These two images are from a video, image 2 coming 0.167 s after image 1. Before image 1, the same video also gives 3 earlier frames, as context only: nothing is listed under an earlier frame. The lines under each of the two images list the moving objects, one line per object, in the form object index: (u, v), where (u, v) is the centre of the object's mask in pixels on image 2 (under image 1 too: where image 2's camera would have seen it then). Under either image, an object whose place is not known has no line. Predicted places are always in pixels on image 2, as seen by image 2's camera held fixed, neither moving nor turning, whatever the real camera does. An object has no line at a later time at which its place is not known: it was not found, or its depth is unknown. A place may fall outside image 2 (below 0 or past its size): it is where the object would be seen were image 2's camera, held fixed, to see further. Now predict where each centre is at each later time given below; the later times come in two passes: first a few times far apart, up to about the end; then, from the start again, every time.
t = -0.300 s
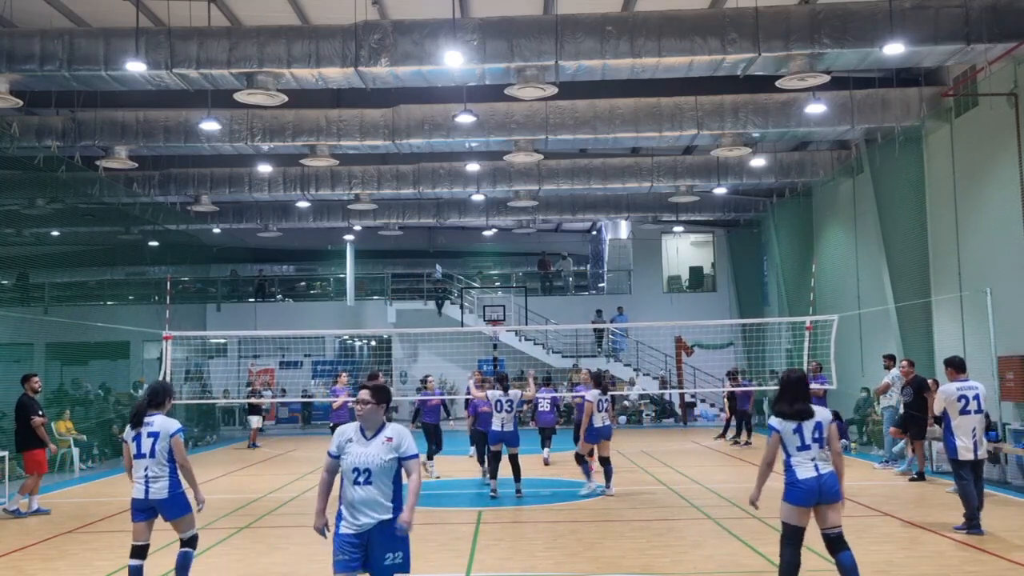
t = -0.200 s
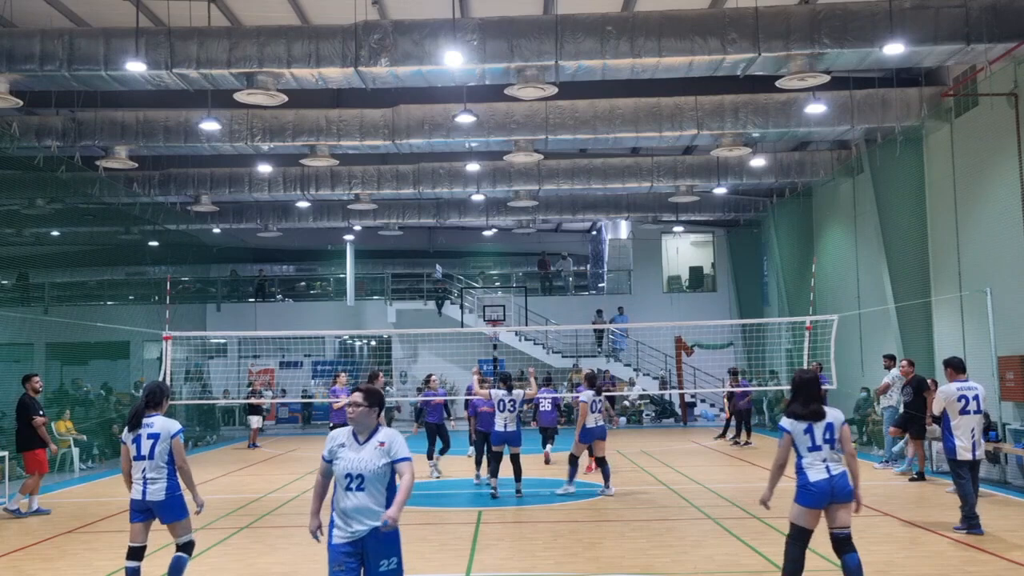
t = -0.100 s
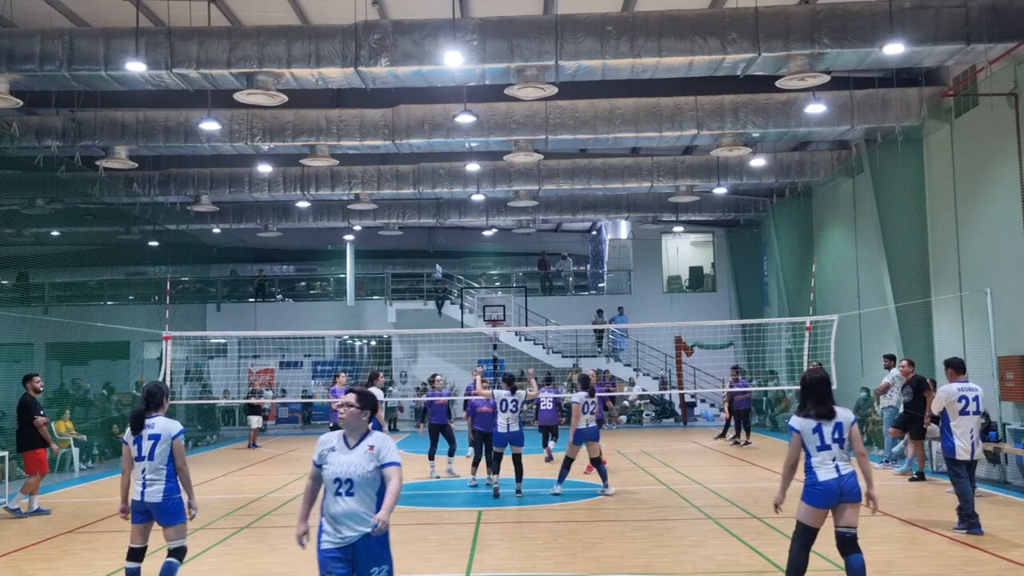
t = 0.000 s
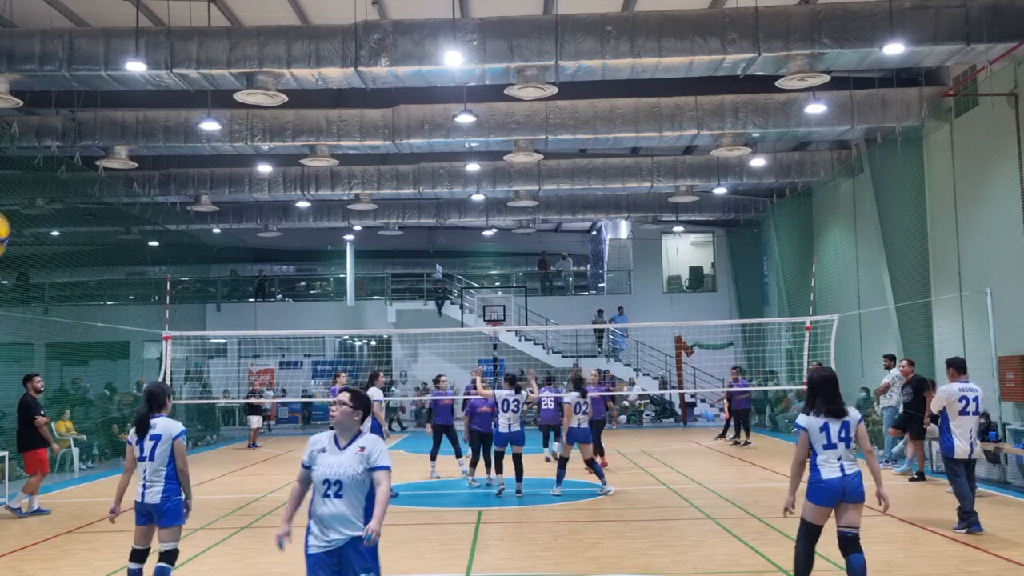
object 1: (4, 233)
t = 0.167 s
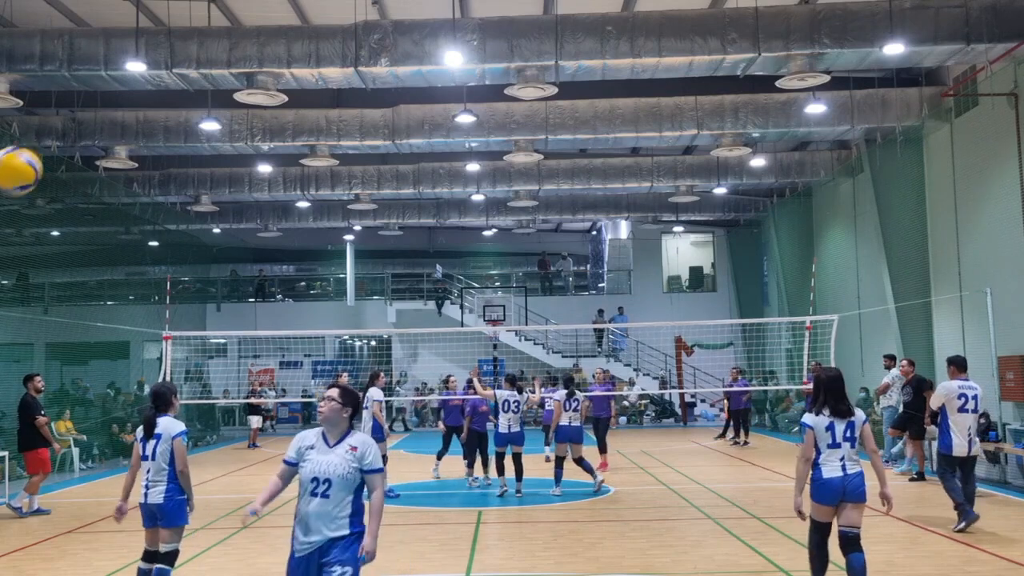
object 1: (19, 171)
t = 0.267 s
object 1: (34, 159)
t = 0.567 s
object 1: (89, 251)
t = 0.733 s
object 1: (119, 390)
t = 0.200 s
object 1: (23, 164)
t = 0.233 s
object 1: (28, 160)
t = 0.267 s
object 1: (34, 159)
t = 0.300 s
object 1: (40, 160)
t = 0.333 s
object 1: (47, 163)
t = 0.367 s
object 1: (53, 168)
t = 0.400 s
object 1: (59, 176)
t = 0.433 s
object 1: (65, 186)
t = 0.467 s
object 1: (72, 199)
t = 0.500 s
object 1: (78, 214)
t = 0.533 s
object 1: (84, 232)
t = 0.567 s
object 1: (89, 251)
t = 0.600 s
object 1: (95, 273)
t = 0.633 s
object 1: (101, 297)
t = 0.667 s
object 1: (107, 326)
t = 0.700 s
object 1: (113, 356)
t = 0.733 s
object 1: (119, 390)
